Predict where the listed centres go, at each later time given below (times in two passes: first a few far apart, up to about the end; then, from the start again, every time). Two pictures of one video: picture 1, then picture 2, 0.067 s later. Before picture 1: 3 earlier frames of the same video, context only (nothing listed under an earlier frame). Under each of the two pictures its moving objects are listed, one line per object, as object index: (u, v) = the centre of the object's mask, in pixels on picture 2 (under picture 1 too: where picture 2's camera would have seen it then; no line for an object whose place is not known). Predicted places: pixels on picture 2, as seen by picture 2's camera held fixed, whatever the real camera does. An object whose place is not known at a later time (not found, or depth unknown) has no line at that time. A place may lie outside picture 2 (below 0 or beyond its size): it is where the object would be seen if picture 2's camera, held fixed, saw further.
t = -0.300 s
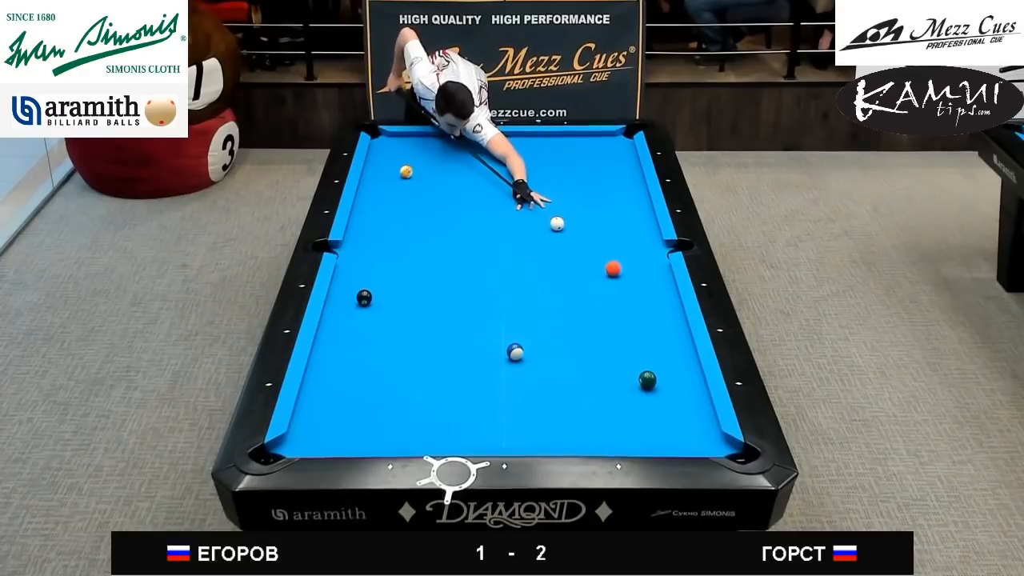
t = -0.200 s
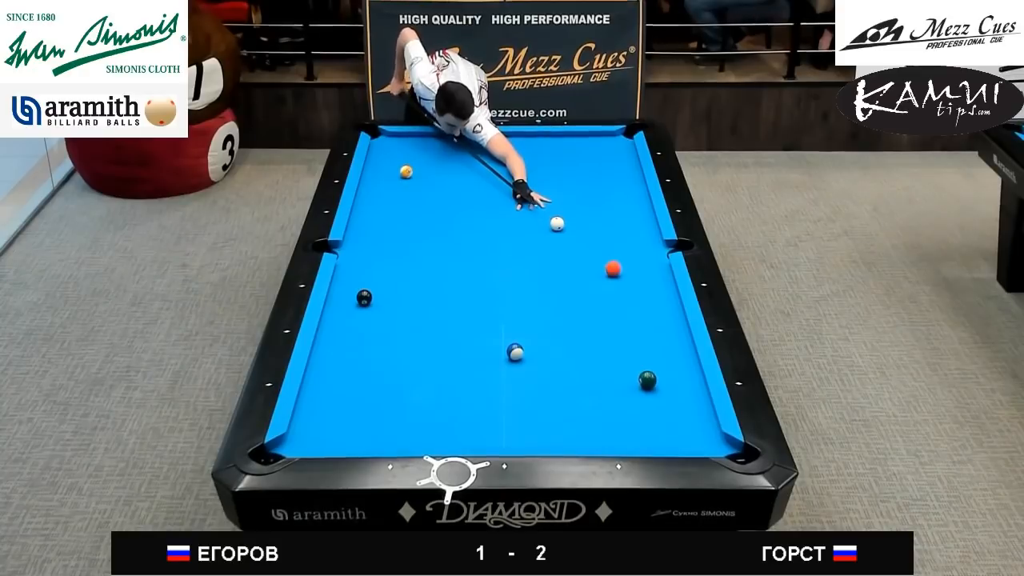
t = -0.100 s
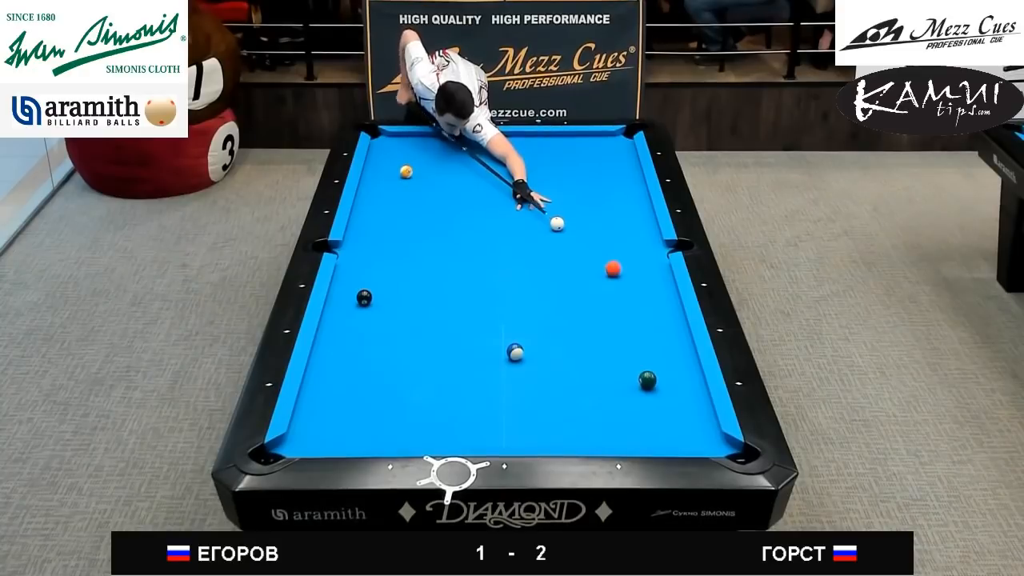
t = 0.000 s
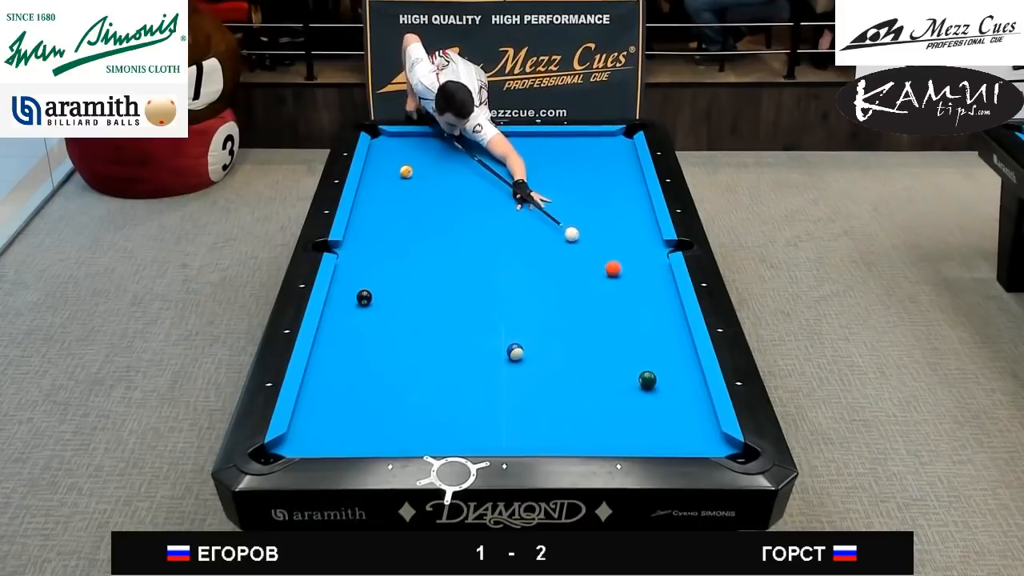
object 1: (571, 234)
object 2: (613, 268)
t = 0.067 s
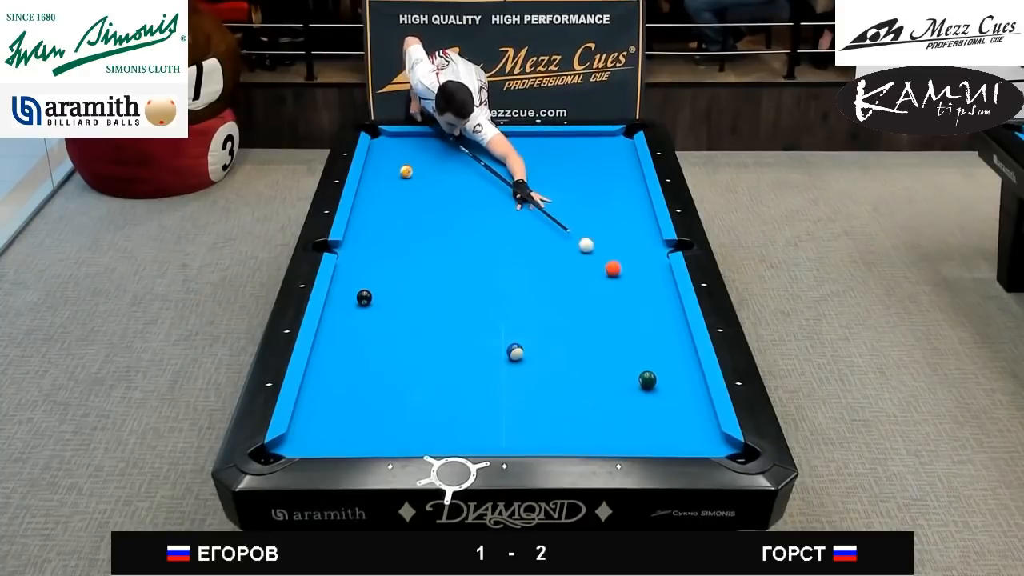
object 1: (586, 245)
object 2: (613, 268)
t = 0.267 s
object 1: (620, 262)
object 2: (623, 284)
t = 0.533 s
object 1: (655, 270)
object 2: (646, 321)
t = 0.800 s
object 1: (653, 275)
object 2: (670, 358)
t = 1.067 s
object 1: (637, 279)
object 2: (696, 398)
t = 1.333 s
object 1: (622, 282)
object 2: (710, 439)
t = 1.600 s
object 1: (609, 286)
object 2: (737, 453)
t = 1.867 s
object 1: (597, 289)
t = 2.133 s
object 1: (586, 292)
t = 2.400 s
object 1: (575, 295)
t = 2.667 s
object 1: (566, 297)
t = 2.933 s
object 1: (558, 299)
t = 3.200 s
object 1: (552, 300)
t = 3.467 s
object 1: (547, 302)
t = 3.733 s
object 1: (543, 303)
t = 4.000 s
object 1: (540, 304)
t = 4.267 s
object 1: (538, 304)
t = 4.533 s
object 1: (537, 304)
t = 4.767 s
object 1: (537, 304)
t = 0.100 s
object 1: (593, 250)
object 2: (613, 269)
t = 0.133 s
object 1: (600, 256)
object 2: (613, 268)
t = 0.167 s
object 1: (607, 259)
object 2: (613, 269)
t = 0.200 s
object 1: (612, 261)
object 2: (616, 274)
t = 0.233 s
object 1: (616, 262)
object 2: (619, 279)
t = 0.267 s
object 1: (620, 262)
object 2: (623, 284)
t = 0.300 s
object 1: (624, 263)
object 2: (626, 290)
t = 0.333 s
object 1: (628, 264)
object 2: (629, 294)
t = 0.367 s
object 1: (633, 265)
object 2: (632, 299)
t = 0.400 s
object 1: (637, 266)
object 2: (635, 303)
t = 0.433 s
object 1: (642, 267)
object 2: (638, 308)
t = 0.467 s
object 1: (646, 268)
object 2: (640, 312)
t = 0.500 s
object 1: (651, 269)
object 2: (643, 316)
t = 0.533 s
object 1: (655, 270)
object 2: (646, 321)
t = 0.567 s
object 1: (660, 271)
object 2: (649, 325)
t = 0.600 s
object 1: (664, 272)
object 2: (652, 329)
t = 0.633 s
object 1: (664, 273)
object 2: (655, 334)
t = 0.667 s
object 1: (661, 273)
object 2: (658, 339)
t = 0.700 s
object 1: (659, 274)
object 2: (661, 343)
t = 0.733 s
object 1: (657, 274)
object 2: (664, 348)
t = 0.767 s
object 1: (655, 275)
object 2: (667, 353)
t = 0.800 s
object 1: (653, 275)
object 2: (670, 358)
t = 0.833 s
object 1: (651, 276)
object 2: (673, 363)
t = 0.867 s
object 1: (649, 276)
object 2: (676, 368)
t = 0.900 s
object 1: (647, 277)
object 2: (680, 372)
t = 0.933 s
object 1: (645, 277)
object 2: (683, 378)
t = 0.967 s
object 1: (643, 277)
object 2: (686, 383)
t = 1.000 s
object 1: (641, 278)
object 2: (689, 388)
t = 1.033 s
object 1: (639, 279)
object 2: (693, 393)
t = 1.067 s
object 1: (637, 279)
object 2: (696, 398)
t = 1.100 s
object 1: (635, 279)
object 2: (700, 404)
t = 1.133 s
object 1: (633, 280)
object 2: (703, 409)
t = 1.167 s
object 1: (631, 280)
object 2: (707, 415)
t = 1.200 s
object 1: (629, 281)
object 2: (708, 420)
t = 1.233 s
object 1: (628, 281)
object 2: (708, 425)
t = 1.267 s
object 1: (626, 282)
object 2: (709, 430)
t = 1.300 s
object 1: (624, 282)
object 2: (709, 435)
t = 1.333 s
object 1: (622, 282)
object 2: (710, 439)
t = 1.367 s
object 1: (621, 283)
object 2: (710, 443)
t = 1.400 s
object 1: (619, 283)
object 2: (712, 445)
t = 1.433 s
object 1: (617, 284)
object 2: (716, 446)
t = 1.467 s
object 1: (615, 284)
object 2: (720, 446)
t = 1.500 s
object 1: (614, 285)
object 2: (724, 447)
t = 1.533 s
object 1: (612, 285)
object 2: (728, 447)
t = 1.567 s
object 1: (610, 285)
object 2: (733, 449)
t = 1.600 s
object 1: (609, 286)
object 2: (737, 453)
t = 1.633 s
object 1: (607, 286)
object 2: (741, 458)
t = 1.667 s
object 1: (606, 287)
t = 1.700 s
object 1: (604, 287)
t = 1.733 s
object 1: (603, 287)
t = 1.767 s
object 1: (601, 288)
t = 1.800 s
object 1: (600, 288)
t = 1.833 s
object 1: (598, 289)
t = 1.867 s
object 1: (597, 289)
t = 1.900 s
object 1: (595, 290)
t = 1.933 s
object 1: (594, 290)
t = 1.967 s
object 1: (592, 290)
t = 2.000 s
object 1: (591, 290)
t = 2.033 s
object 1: (590, 291)
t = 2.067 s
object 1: (588, 291)
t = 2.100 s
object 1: (587, 291)
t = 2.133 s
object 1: (586, 292)
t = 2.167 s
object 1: (584, 292)
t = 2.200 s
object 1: (583, 292)
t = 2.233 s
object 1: (581, 293)
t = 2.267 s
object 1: (580, 293)
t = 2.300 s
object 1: (579, 294)
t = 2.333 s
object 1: (578, 294)
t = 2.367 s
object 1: (576, 294)
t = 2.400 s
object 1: (575, 295)
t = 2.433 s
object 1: (574, 295)
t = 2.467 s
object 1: (573, 295)
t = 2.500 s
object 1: (572, 296)
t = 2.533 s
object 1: (571, 296)
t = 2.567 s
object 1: (569, 296)
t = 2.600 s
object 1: (568, 296)
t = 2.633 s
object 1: (567, 297)
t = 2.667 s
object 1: (566, 297)
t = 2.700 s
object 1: (565, 297)
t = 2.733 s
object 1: (564, 297)
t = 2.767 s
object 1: (563, 298)
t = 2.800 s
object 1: (562, 297)
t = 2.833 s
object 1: (561, 298)
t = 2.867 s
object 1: (560, 298)
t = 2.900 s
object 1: (560, 299)
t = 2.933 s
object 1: (558, 299)
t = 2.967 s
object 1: (558, 299)
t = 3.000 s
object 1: (557, 299)
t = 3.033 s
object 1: (556, 300)
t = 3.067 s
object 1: (555, 299)
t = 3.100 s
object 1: (554, 300)
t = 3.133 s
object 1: (554, 300)
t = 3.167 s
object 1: (553, 300)
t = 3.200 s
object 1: (552, 300)
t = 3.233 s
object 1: (551, 301)
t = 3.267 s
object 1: (551, 301)
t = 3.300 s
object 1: (550, 301)
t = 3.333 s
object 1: (549, 301)
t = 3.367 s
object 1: (549, 301)
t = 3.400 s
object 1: (548, 301)
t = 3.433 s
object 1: (547, 302)
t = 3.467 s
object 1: (547, 302)
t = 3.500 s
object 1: (546, 302)
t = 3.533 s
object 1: (546, 302)
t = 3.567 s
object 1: (545, 302)
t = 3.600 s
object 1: (544, 303)
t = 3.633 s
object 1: (544, 303)
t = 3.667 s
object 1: (544, 303)
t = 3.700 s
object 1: (543, 303)
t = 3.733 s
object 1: (543, 303)
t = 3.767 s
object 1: (542, 303)
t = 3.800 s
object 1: (542, 303)
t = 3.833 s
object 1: (542, 303)
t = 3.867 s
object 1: (541, 303)
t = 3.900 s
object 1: (541, 304)
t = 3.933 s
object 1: (540, 304)
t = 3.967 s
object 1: (540, 304)
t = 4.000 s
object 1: (540, 304)
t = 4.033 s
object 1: (539, 304)
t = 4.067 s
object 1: (539, 304)
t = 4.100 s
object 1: (539, 304)
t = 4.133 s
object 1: (539, 304)
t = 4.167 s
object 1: (538, 304)
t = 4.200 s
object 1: (538, 304)
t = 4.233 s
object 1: (538, 304)
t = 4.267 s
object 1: (538, 304)
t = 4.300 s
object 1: (538, 304)
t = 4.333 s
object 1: (538, 304)
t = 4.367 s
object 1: (538, 304)
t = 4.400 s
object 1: (538, 304)
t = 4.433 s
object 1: (538, 304)
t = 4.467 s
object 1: (537, 304)
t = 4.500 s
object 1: (537, 304)
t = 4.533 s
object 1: (537, 304)
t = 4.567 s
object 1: (537, 304)
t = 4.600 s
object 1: (537, 304)
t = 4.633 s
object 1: (537, 304)
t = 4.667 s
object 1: (537, 304)
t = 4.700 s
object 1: (537, 304)
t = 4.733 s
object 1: (537, 304)
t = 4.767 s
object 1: (537, 304)
